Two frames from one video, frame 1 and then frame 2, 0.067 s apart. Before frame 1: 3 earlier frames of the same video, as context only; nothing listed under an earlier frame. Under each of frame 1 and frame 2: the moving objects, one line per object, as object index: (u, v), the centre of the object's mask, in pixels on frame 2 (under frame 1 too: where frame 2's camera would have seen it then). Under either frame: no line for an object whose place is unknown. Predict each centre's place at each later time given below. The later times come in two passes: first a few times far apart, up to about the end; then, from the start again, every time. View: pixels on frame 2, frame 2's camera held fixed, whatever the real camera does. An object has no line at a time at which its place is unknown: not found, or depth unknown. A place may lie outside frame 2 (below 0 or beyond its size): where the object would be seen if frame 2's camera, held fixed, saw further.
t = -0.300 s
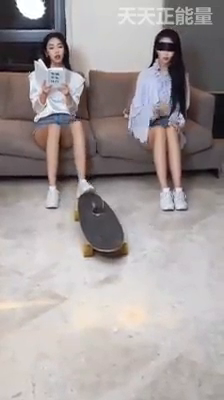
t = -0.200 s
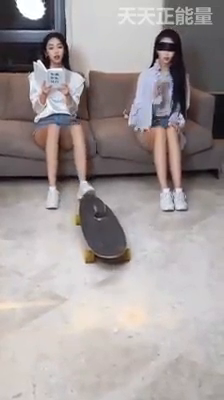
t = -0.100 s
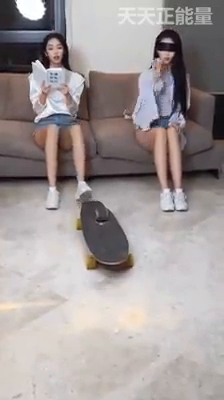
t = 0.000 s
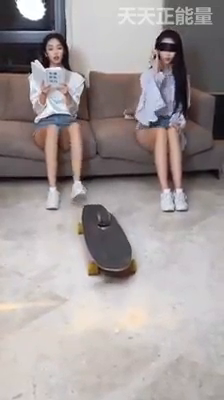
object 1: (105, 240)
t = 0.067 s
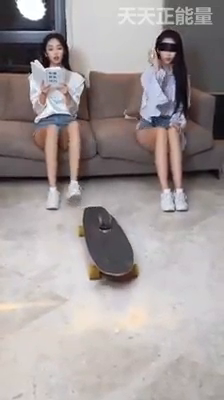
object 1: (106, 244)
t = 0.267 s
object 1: (110, 255)
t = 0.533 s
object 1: (116, 271)
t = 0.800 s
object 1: (117, 275)
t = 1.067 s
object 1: (119, 280)
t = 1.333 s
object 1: (121, 284)
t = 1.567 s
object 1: (122, 289)
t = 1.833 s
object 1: (124, 294)
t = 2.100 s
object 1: (126, 299)
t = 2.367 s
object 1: (127, 304)
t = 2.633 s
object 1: (130, 310)
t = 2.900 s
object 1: (132, 316)
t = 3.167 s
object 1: (134, 322)
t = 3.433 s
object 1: (136, 328)
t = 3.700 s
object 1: (138, 335)
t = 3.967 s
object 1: (140, 341)
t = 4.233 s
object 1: (141, 344)
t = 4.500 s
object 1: (142, 345)
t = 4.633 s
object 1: (143, 346)
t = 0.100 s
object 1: (107, 246)
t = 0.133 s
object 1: (108, 247)
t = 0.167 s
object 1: (108, 249)
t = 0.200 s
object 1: (109, 251)
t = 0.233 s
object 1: (110, 253)
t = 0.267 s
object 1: (110, 255)
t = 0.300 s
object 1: (111, 256)
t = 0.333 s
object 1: (112, 258)
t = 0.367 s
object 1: (112, 261)
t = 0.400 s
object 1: (113, 262)
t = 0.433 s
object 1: (113, 264)
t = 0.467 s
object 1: (114, 267)
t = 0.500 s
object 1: (115, 269)
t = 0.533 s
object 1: (116, 271)
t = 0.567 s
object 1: (116, 272)
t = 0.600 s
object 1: (116, 273)
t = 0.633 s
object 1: (116, 273)
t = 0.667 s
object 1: (116, 274)
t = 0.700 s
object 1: (117, 274)
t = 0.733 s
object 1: (117, 274)
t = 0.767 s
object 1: (117, 275)
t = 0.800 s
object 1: (117, 275)
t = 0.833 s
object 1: (118, 276)
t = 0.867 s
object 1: (118, 277)
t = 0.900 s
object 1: (118, 277)
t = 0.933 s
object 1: (118, 278)
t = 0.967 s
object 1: (119, 278)
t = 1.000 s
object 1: (119, 279)
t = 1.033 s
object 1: (119, 279)
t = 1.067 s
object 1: (119, 280)
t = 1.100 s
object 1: (119, 280)
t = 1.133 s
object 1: (120, 281)
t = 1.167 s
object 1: (120, 281)
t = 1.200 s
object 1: (120, 282)
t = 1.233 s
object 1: (120, 283)
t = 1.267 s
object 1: (120, 283)
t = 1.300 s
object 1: (121, 284)
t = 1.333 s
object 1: (121, 284)
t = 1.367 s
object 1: (121, 285)
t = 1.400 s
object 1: (121, 286)
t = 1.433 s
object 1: (122, 286)
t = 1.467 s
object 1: (122, 287)
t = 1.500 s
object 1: (122, 287)
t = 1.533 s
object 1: (122, 288)
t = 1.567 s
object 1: (122, 289)
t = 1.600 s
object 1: (122, 289)
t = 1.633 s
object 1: (123, 290)
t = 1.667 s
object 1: (123, 291)
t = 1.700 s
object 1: (123, 291)
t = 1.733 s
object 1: (123, 292)
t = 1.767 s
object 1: (124, 292)
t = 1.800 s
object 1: (124, 293)
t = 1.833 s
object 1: (124, 294)
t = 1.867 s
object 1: (124, 294)
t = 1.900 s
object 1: (125, 295)
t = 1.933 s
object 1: (125, 296)
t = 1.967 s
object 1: (125, 296)
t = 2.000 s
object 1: (125, 297)
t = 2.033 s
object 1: (125, 297)
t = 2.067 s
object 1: (126, 298)
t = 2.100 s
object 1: (126, 299)
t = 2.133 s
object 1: (126, 299)
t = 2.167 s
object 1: (126, 300)
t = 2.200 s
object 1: (126, 301)
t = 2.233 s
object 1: (126, 301)
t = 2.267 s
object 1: (127, 302)
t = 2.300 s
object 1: (127, 303)
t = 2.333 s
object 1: (127, 303)
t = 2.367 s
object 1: (127, 304)
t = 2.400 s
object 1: (128, 305)
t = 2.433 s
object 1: (128, 305)
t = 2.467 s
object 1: (128, 306)
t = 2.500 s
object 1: (129, 307)
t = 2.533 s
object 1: (129, 308)
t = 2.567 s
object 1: (129, 309)
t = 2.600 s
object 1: (130, 309)
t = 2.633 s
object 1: (130, 310)
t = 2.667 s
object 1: (130, 310)
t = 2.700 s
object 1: (130, 311)
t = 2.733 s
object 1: (130, 312)
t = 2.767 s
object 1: (131, 312)
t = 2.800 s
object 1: (131, 314)
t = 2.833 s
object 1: (131, 314)
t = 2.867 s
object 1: (131, 315)
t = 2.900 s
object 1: (132, 316)
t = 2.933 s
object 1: (132, 316)
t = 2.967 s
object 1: (132, 317)
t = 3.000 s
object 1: (132, 318)
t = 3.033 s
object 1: (132, 319)
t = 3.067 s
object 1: (133, 320)
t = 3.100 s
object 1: (133, 320)
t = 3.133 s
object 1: (134, 321)
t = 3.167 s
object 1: (134, 322)
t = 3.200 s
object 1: (134, 323)
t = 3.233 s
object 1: (135, 323)
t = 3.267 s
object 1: (135, 324)
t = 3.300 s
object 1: (135, 325)
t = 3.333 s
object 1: (135, 326)
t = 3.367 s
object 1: (136, 327)
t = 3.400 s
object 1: (136, 327)
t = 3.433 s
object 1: (136, 328)
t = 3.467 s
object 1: (136, 329)
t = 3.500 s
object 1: (137, 330)
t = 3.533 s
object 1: (137, 331)
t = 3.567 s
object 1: (137, 332)
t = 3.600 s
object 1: (137, 332)
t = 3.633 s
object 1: (138, 333)
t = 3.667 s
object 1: (138, 334)
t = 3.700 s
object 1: (138, 335)
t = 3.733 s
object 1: (138, 336)
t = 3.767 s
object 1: (139, 337)
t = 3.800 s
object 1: (139, 338)
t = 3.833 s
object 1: (139, 338)
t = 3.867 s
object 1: (139, 339)
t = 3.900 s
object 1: (139, 340)
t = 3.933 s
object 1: (140, 340)
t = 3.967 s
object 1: (140, 341)
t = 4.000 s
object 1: (140, 342)
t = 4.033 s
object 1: (140, 342)
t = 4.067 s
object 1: (140, 343)
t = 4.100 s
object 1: (140, 343)
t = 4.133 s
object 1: (140, 343)
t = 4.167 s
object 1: (140, 344)
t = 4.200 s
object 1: (141, 344)
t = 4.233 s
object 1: (141, 344)
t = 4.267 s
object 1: (141, 345)
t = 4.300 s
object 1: (141, 344)
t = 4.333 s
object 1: (142, 345)
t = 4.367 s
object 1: (142, 344)
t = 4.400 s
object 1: (142, 345)
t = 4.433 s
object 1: (142, 345)
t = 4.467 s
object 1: (142, 345)
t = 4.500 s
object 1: (142, 345)
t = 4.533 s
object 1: (143, 346)
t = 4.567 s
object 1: (143, 346)
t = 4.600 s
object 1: (143, 346)
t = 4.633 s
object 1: (143, 346)
